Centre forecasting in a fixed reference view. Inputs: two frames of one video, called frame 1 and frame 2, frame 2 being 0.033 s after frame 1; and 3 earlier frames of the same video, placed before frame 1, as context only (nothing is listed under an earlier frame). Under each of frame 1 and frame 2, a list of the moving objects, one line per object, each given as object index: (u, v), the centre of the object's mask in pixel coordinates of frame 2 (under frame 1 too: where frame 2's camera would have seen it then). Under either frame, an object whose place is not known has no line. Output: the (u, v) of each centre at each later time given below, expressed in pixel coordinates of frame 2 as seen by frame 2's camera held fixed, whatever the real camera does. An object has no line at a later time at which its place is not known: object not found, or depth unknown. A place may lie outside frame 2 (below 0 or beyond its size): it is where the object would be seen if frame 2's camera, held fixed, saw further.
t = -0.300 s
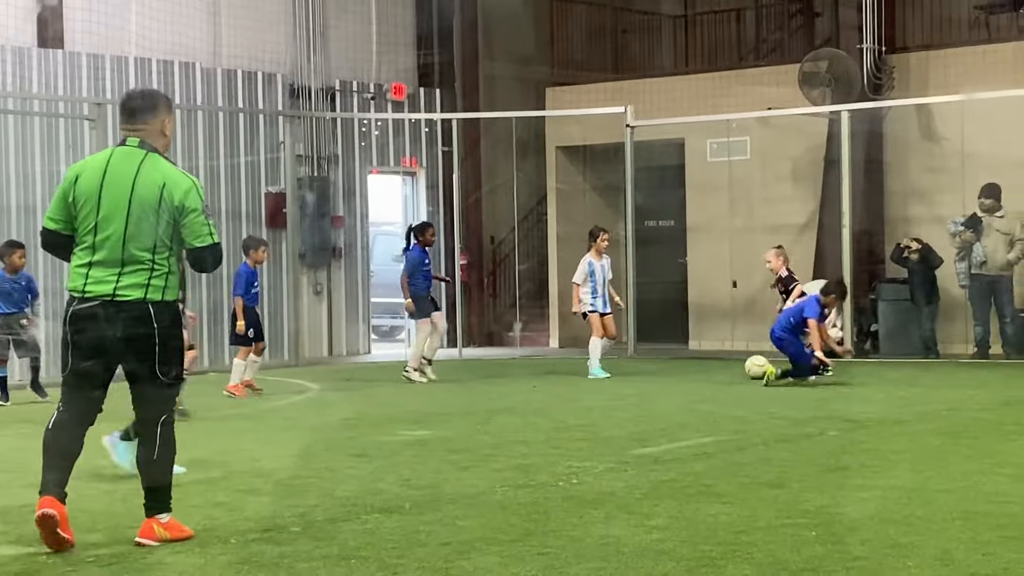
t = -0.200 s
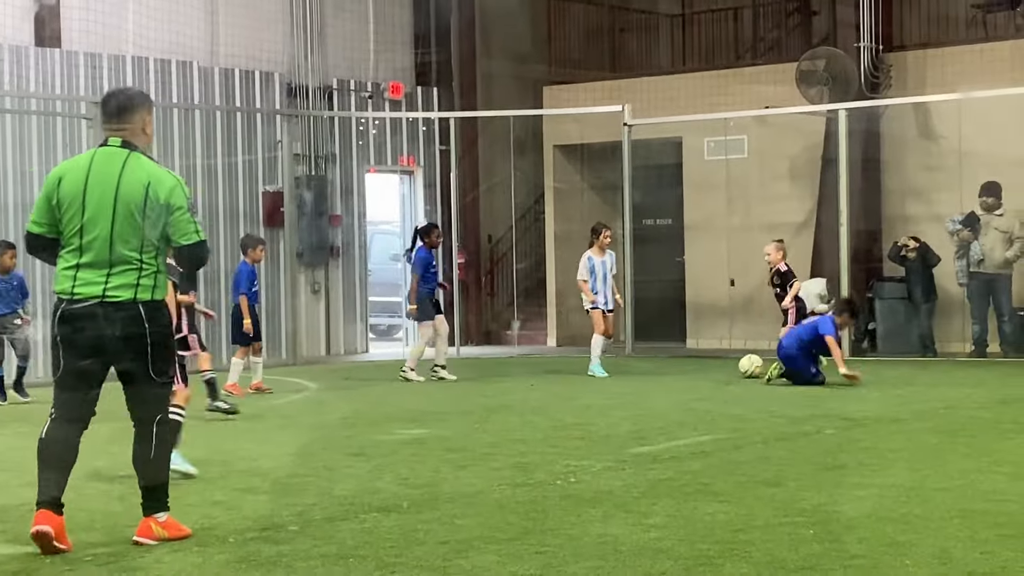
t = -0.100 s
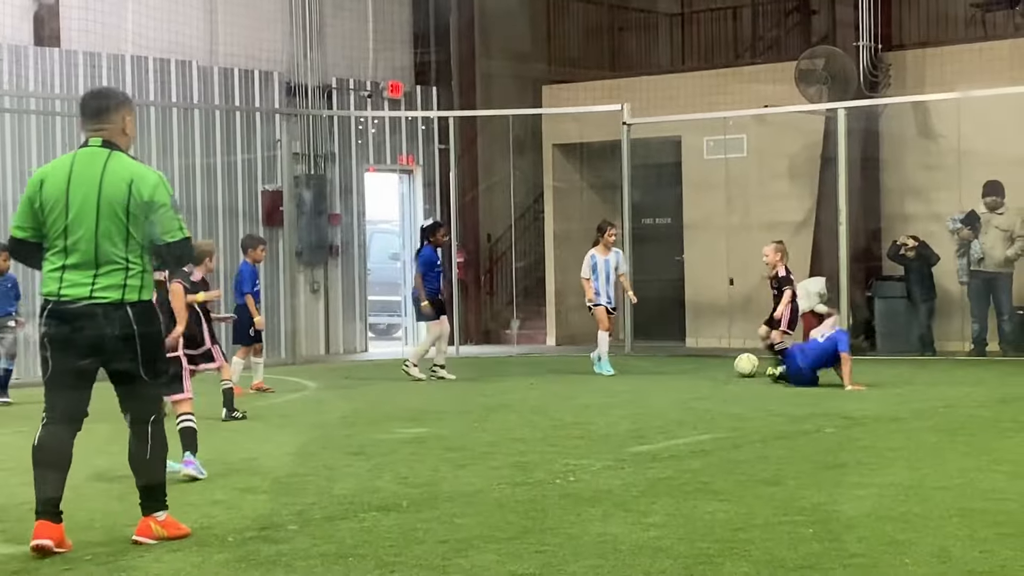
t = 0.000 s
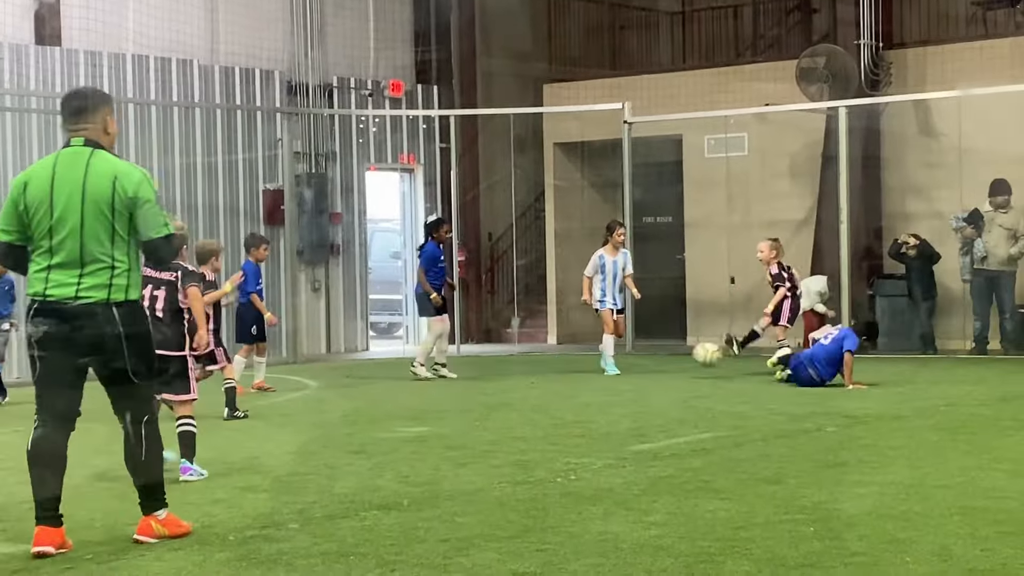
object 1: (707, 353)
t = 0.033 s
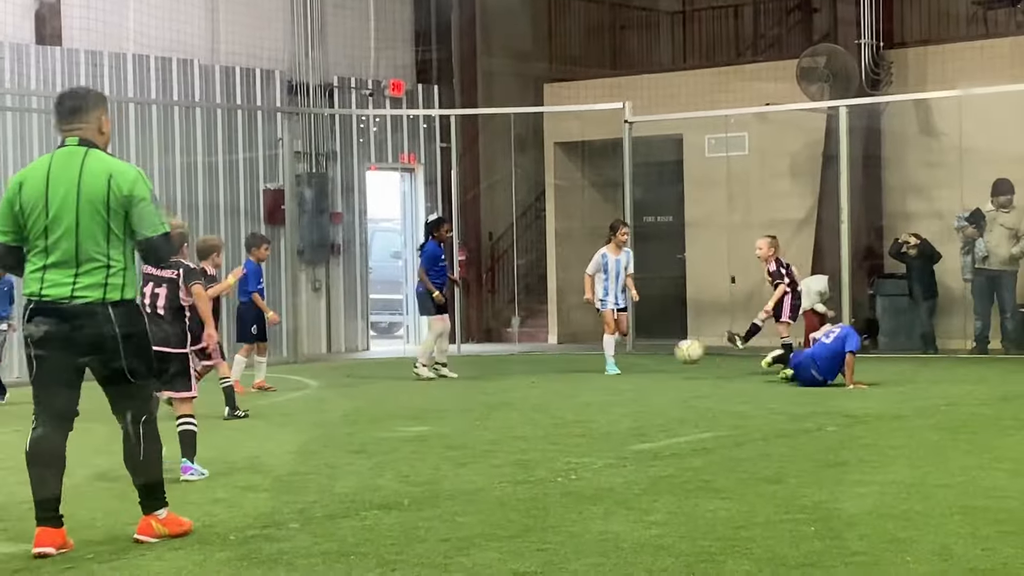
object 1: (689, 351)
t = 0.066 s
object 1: (672, 349)
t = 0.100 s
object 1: (656, 350)
